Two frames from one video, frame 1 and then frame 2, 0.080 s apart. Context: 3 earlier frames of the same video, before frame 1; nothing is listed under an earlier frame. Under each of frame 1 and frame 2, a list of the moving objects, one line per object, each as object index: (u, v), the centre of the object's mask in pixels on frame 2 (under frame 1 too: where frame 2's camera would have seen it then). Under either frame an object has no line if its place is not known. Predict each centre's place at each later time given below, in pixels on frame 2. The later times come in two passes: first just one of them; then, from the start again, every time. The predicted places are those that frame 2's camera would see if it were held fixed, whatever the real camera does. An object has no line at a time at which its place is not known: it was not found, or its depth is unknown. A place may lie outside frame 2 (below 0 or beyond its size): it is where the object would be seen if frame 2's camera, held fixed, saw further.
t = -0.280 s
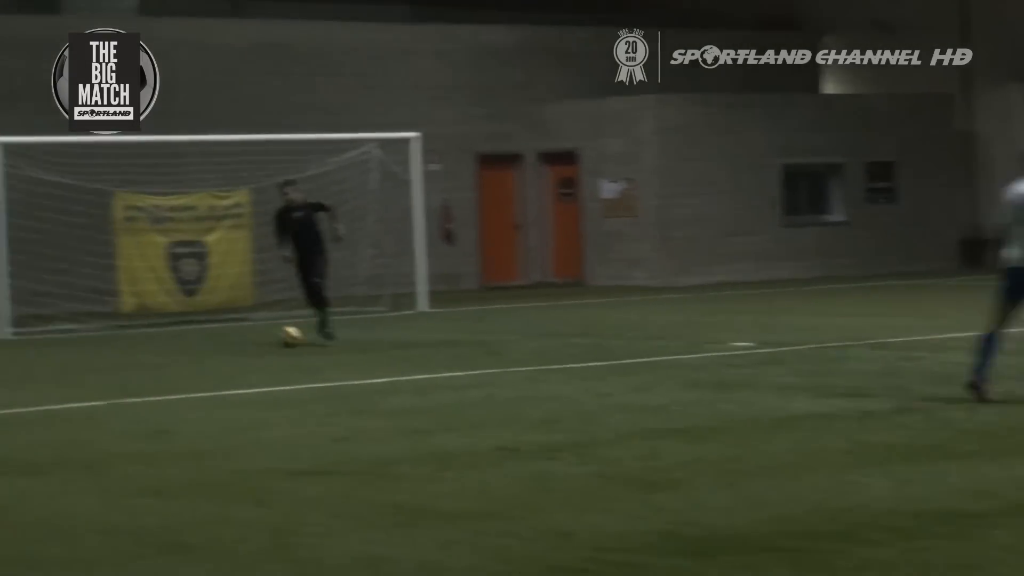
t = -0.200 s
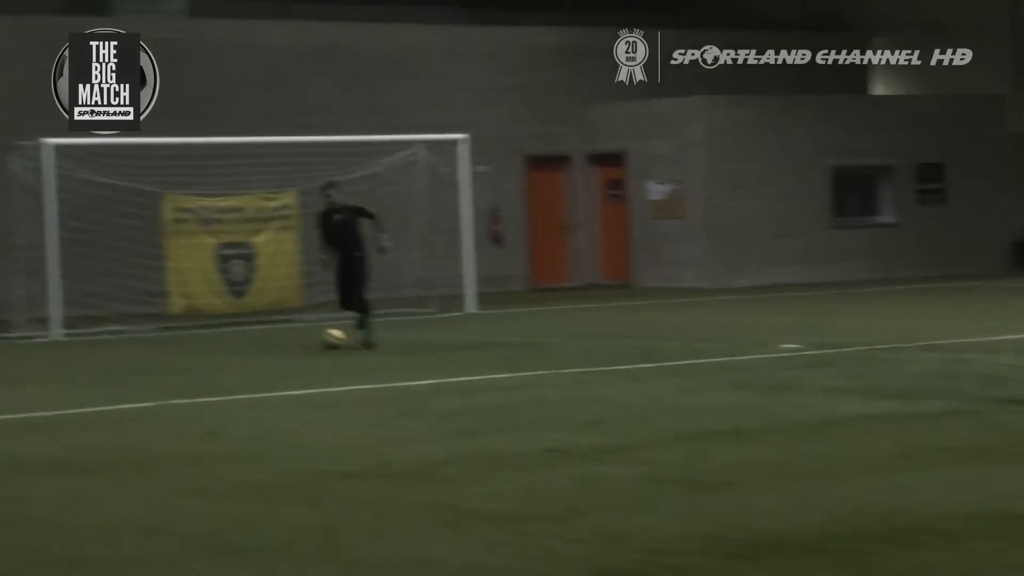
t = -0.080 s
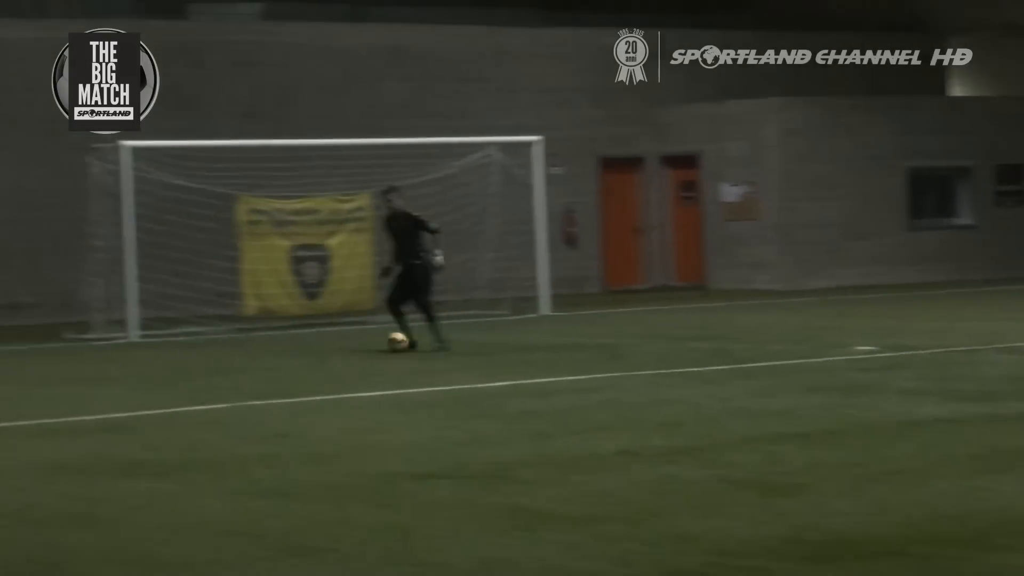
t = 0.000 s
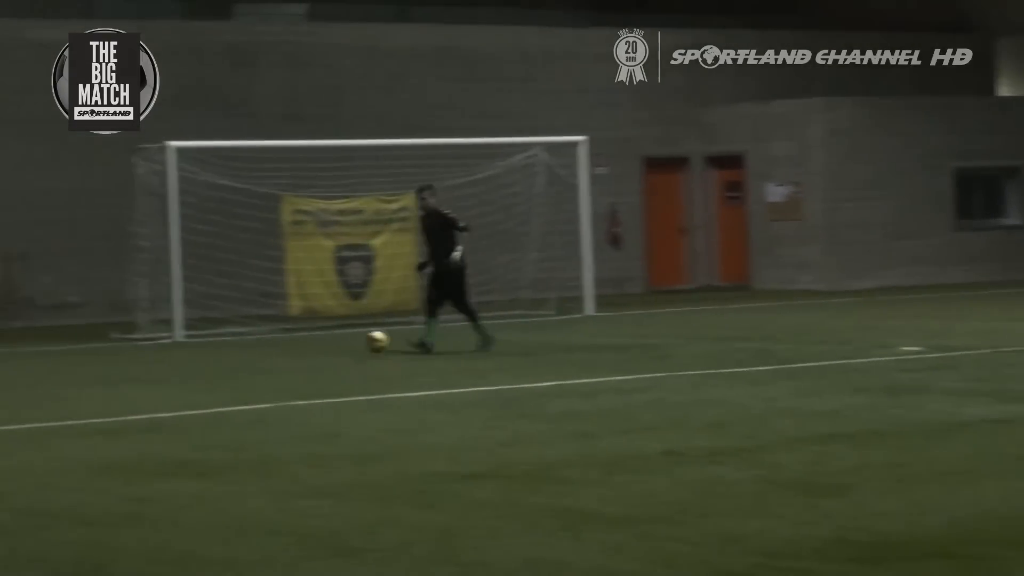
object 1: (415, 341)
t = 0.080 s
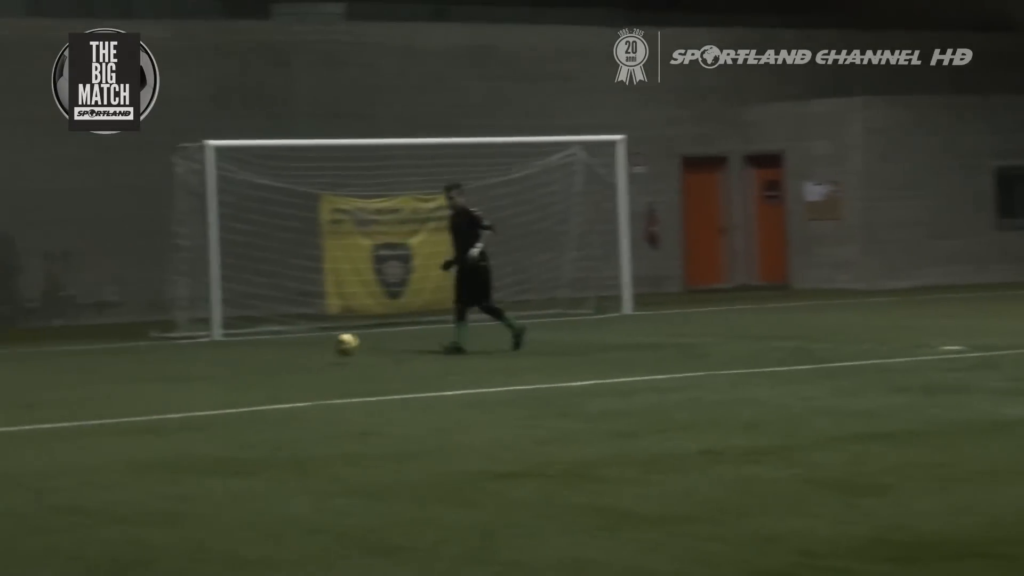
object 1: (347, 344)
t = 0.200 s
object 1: (237, 362)
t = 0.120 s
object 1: (312, 349)
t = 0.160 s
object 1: (275, 355)
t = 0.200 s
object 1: (237, 362)
